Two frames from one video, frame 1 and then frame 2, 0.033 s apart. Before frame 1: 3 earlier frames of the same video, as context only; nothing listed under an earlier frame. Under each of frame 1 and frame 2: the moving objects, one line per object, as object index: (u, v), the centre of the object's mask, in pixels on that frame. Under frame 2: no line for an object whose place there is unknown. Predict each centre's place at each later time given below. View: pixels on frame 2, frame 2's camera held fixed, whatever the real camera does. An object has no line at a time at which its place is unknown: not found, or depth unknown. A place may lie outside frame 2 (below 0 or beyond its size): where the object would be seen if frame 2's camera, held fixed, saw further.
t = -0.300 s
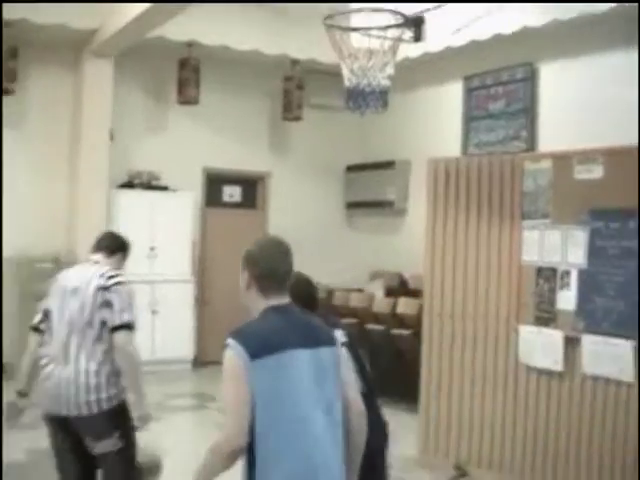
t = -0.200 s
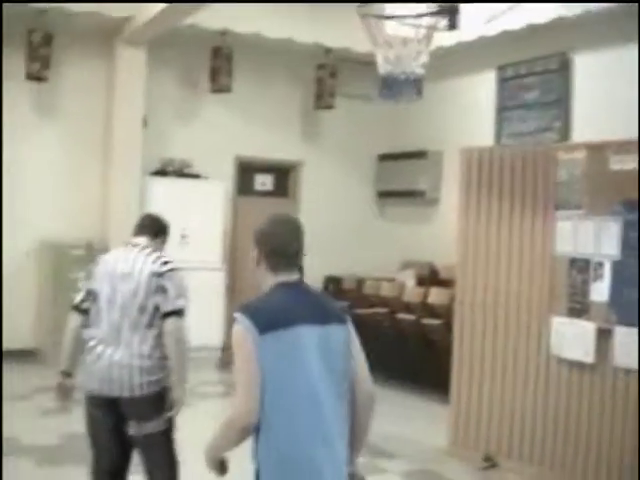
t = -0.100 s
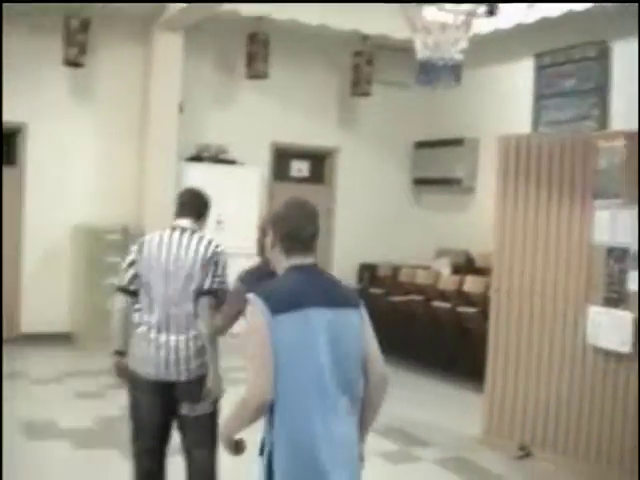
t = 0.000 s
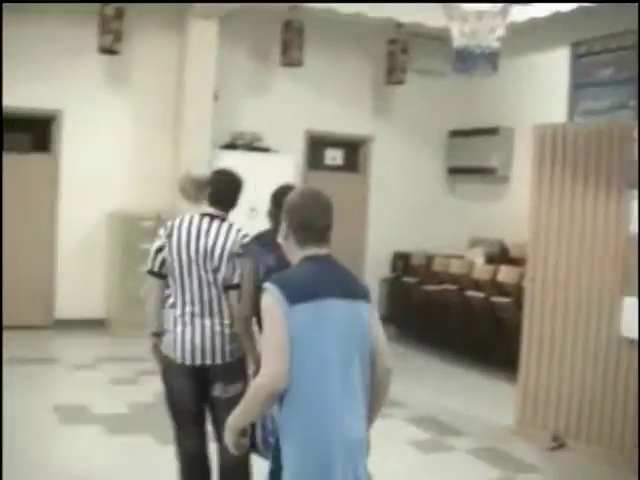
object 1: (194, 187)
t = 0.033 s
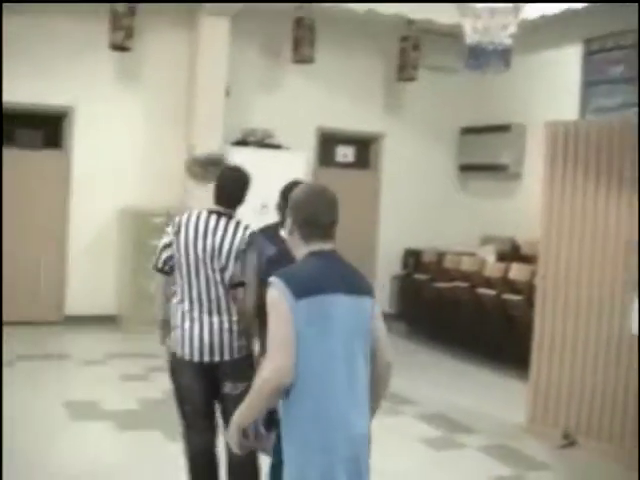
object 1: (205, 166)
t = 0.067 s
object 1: (196, 145)
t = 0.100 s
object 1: (195, 131)
